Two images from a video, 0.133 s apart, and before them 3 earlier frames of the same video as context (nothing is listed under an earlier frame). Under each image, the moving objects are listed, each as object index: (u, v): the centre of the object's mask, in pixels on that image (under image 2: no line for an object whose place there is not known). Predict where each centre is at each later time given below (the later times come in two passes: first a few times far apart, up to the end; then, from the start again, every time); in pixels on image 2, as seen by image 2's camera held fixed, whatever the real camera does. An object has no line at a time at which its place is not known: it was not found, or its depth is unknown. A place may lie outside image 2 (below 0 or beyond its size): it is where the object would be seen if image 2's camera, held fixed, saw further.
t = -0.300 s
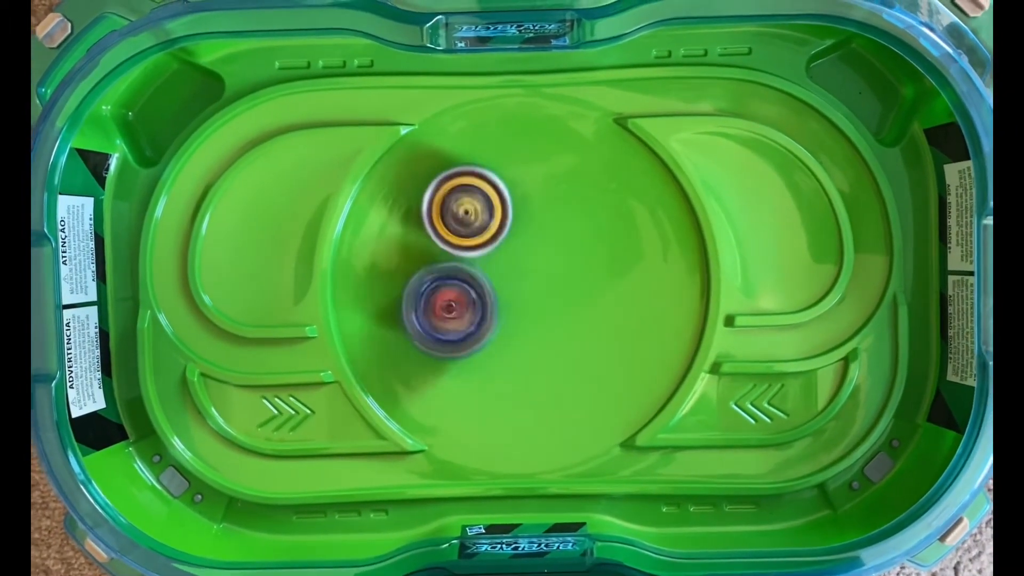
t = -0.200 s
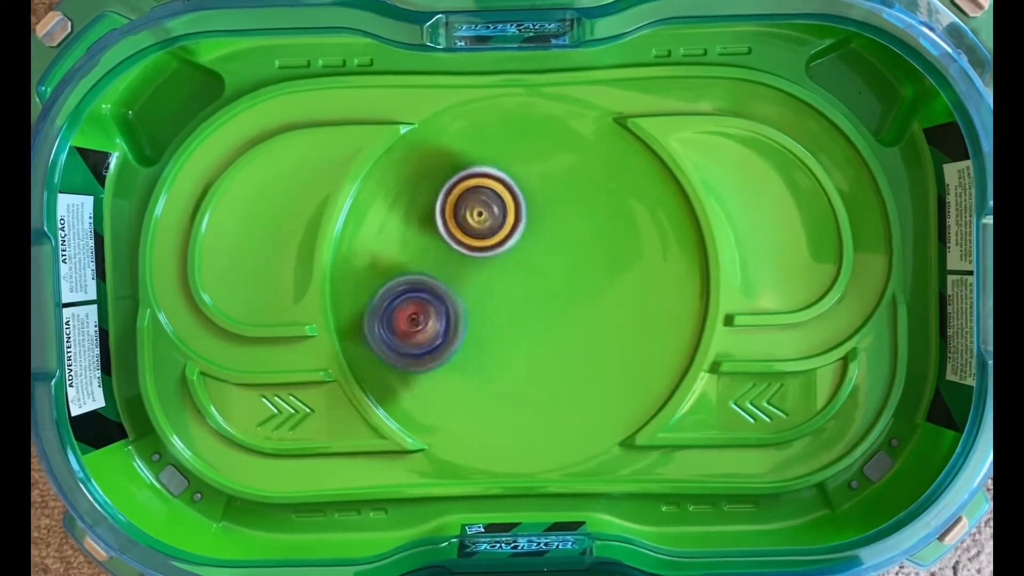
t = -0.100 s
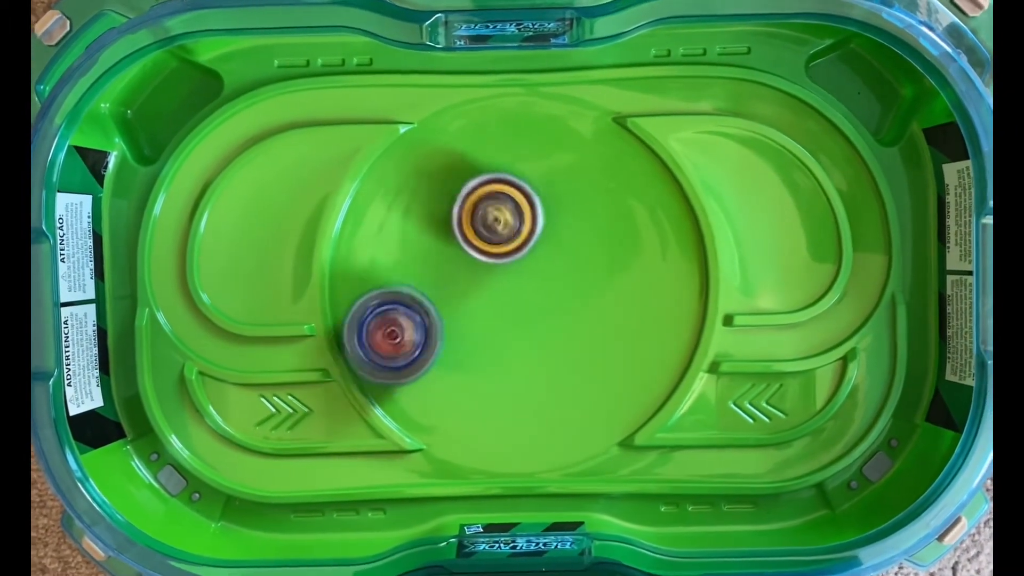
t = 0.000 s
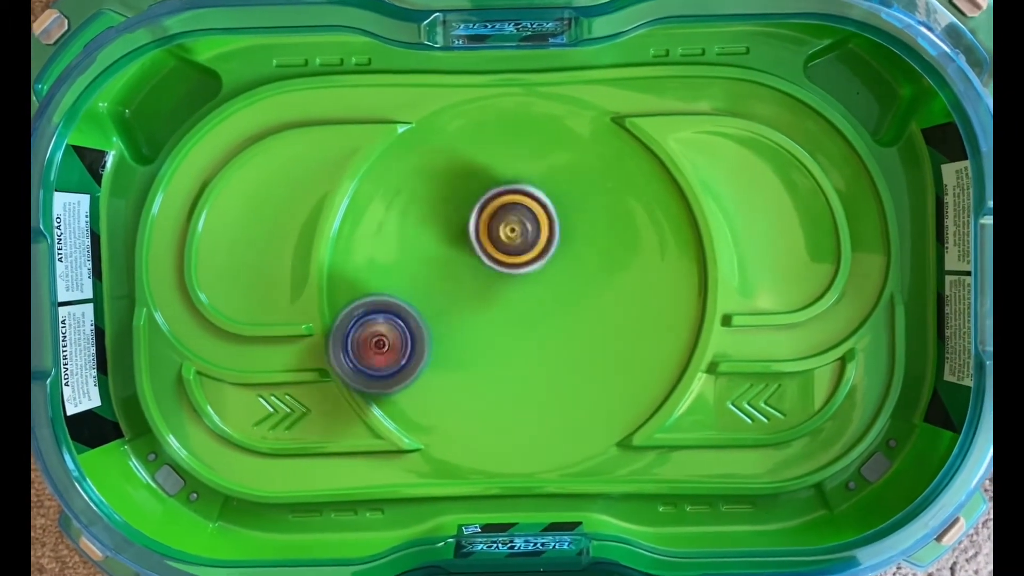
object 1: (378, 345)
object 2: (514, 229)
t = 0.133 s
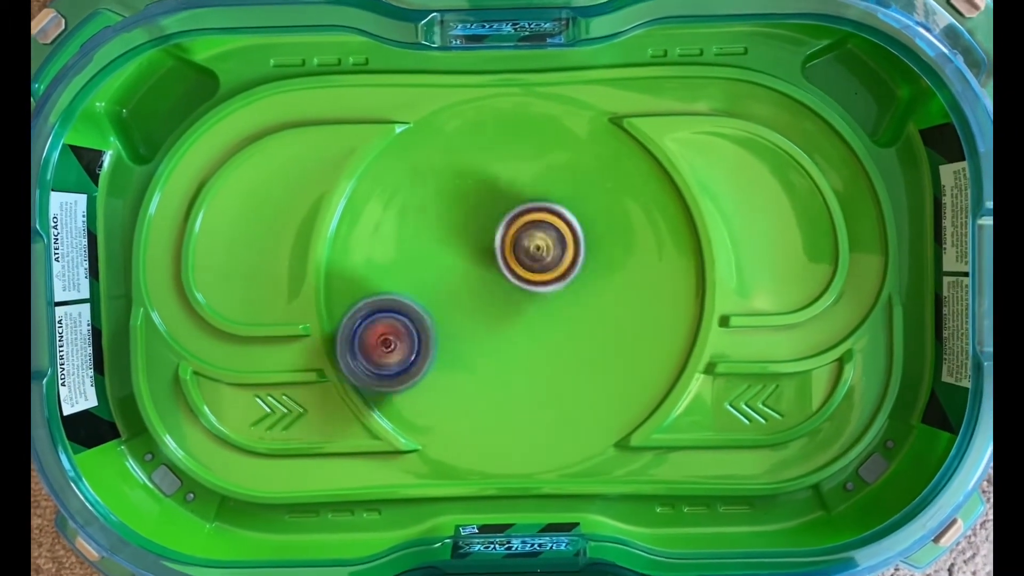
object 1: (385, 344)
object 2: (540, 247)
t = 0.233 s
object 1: (411, 335)
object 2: (559, 262)
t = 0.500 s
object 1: (490, 286)
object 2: (592, 302)
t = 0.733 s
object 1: (524, 231)
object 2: (607, 328)
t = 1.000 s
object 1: (529, 217)
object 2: (562, 338)
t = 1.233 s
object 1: (525, 250)
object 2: (501, 342)
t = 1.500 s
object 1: (532, 266)
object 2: (436, 339)
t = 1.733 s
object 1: (520, 293)
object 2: (403, 318)
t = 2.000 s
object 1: (501, 324)
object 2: (414, 280)
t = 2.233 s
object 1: (511, 355)
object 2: (450, 245)
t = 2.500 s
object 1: (514, 340)
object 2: (508, 231)
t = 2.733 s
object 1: (485, 351)
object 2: (564, 222)
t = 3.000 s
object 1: (451, 351)
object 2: (593, 257)
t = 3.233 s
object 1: (452, 313)
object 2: (581, 305)
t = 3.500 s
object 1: (466, 250)
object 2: (548, 358)
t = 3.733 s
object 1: (485, 216)
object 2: (510, 378)
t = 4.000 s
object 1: (518, 242)
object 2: (465, 351)
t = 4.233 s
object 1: (536, 297)
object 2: (438, 308)
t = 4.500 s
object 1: (535, 347)
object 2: (450, 263)
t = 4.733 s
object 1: (486, 345)
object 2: (502, 250)
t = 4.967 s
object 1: (413, 334)
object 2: (625, 240)
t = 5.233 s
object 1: (390, 312)
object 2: (649, 259)
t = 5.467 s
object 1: (417, 344)
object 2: (574, 304)
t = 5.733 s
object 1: (396, 330)
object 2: (496, 367)
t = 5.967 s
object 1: (395, 326)
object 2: (497, 375)
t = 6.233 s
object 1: (403, 345)
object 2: (512, 330)
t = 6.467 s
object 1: (397, 326)
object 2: (549, 300)
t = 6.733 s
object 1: (403, 339)
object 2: (558, 305)
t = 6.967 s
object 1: (401, 330)
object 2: (532, 296)
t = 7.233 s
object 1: (404, 342)
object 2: (523, 263)
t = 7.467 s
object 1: (400, 329)
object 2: (525, 264)
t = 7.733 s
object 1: (404, 340)
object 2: (504, 271)
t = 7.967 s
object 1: (403, 333)
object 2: (494, 257)
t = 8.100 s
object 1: (405, 342)
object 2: (491, 255)
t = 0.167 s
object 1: (394, 342)
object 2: (546, 252)
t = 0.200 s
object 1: (401, 339)
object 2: (553, 257)
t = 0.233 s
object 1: (411, 335)
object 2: (559, 262)
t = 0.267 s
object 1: (420, 330)
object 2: (565, 267)
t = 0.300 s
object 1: (430, 325)
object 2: (570, 272)
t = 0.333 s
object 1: (441, 318)
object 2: (575, 277)
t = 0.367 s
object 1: (449, 312)
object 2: (579, 282)
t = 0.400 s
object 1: (460, 306)
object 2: (583, 288)
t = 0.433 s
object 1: (470, 299)
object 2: (587, 293)
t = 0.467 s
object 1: (480, 293)
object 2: (590, 298)
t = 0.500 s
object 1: (490, 286)
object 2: (592, 302)
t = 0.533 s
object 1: (499, 281)
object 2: (594, 305)
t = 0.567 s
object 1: (506, 273)
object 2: (598, 310)
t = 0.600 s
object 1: (509, 262)
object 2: (602, 317)
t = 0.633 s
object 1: (513, 254)
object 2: (606, 321)
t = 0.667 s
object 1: (517, 245)
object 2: (608, 323)
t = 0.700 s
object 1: (520, 239)
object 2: (608, 326)
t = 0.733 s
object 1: (524, 231)
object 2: (607, 328)
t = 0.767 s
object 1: (526, 226)
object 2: (605, 331)
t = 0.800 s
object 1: (528, 221)
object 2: (602, 333)
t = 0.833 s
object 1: (529, 217)
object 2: (597, 333)
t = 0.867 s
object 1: (530, 214)
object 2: (590, 334)
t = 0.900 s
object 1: (531, 212)
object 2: (584, 335)
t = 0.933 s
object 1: (530, 213)
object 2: (577, 337)
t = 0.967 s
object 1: (531, 215)
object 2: (570, 338)
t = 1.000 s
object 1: (529, 217)
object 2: (562, 338)
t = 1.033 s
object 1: (528, 221)
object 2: (553, 338)
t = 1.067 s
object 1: (527, 225)
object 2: (545, 339)
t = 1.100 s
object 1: (525, 232)
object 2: (536, 340)
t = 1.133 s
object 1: (524, 236)
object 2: (528, 340)
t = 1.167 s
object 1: (523, 244)
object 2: (520, 339)
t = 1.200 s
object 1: (525, 247)
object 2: (510, 341)
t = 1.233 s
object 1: (525, 250)
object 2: (501, 342)
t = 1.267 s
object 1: (526, 254)
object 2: (493, 343)
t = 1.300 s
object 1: (526, 256)
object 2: (484, 344)
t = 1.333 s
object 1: (527, 255)
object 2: (475, 344)
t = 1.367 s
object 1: (531, 257)
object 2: (466, 345)
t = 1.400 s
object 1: (532, 260)
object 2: (458, 344)
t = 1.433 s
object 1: (533, 262)
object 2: (451, 343)
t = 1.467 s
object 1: (532, 265)
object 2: (444, 342)
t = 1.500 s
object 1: (532, 266)
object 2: (436, 339)
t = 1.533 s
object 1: (530, 270)
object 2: (430, 338)
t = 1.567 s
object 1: (530, 271)
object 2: (424, 336)
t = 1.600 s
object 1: (528, 276)
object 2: (418, 333)
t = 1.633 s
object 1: (527, 278)
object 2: (413, 329)
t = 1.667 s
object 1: (523, 284)
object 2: (408, 326)
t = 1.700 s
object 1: (523, 287)
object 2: (405, 322)
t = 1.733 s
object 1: (520, 293)
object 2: (403, 318)
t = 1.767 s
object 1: (518, 295)
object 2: (401, 313)
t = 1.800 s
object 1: (516, 299)
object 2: (400, 309)
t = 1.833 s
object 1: (516, 302)
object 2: (400, 306)
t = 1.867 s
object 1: (512, 307)
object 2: (402, 300)
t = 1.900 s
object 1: (509, 311)
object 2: (404, 295)
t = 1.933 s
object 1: (505, 315)
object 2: (407, 290)
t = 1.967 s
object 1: (502, 318)
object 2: (410, 286)
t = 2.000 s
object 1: (501, 324)
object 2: (414, 280)
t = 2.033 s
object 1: (500, 330)
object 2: (418, 273)
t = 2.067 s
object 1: (502, 337)
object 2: (422, 267)
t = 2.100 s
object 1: (503, 342)
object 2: (426, 263)
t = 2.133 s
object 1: (505, 347)
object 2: (432, 257)
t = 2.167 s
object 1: (507, 350)
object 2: (438, 253)
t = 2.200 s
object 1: (508, 355)
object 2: (443, 248)
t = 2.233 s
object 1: (511, 355)
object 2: (450, 245)
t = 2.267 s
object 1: (511, 358)
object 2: (457, 241)
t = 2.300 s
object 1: (513, 356)
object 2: (464, 238)
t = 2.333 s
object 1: (513, 357)
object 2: (471, 235)
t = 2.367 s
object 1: (514, 353)
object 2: (478, 234)
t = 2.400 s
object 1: (515, 352)
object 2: (486, 232)
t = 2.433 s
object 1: (515, 348)
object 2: (493, 231)
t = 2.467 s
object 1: (516, 345)
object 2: (501, 231)
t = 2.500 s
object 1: (514, 340)
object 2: (508, 231)
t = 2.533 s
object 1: (514, 335)
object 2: (516, 232)
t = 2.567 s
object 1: (512, 331)
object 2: (523, 233)
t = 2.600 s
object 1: (506, 332)
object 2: (532, 229)
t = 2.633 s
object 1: (500, 339)
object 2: (543, 222)
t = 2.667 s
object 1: (495, 343)
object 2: (551, 221)
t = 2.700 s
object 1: (491, 348)
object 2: (558, 221)
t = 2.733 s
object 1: (485, 351)
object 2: (564, 222)
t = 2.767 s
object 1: (481, 354)
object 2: (569, 224)
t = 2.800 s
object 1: (474, 358)
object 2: (575, 227)
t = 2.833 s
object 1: (470, 358)
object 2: (580, 229)
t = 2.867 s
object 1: (465, 359)
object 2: (584, 233)
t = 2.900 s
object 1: (460, 358)
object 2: (587, 239)
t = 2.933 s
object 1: (458, 357)
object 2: (591, 244)
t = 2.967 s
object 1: (453, 355)
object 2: (592, 249)
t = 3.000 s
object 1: (451, 351)
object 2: (593, 257)
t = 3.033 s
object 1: (449, 349)
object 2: (594, 264)
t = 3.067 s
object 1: (448, 343)
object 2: (594, 270)
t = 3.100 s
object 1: (448, 339)
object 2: (592, 278)
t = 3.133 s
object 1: (447, 332)
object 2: (591, 285)
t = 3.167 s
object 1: (449, 327)
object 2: (588, 292)
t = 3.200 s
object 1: (449, 321)
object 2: (585, 298)
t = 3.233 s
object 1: (452, 313)
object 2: (581, 305)
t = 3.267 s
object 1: (453, 308)
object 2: (578, 311)
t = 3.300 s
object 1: (456, 301)
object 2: (573, 316)
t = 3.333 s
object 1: (460, 296)
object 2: (567, 322)
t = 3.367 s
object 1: (463, 290)
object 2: (563, 327)
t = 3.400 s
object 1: (469, 284)
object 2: (556, 331)
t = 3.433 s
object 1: (468, 274)
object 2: (553, 339)
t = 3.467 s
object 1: (467, 260)
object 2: (552, 351)
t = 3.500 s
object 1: (466, 250)
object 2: (548, 358)
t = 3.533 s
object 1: (467, 244)
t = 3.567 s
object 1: (468, 237)
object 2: (539, 368)
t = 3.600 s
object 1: (469, 231)
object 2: (534, 371)
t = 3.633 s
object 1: (472, 225)
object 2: (528, 374)
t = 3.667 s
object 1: (478, 221)
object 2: (523, 377)
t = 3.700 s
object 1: (481, 219)
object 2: (517, 377)
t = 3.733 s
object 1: (485, 216)
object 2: (510, 378)
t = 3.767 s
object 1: (491, 216)
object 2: (504, 378)
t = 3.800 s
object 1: (495, 216)
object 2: (498, 376)
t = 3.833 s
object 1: (501, 218)
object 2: (491, 373)
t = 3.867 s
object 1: (506, 222)
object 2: (486, 371)
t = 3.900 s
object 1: (509, 225)
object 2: (480, 366)
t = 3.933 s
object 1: (514, 230)
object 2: (474, 362)
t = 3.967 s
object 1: (516, 237)
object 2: (470, 357)
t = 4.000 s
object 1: (518, 242)
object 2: (465, 351)
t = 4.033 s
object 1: (521, 250)
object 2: (461, 345)
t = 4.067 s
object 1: (522, 258)
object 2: (458, 339)
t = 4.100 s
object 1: (521, 265)
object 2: (455, 332)
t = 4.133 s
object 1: (527, 274)
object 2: (449, 328)
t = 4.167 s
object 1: (532, 282)
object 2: (444, 323)
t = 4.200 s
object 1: (532, 290)
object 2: (442, 315)
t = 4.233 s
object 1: (536, 297)
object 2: (438, 308)
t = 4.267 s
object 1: (542, 308)
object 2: (435, 300)
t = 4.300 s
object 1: (543, 316)
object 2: (434, 292)
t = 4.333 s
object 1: (545, 322)
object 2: (435, 287)
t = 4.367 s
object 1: (544, 326)
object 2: (437, 281)
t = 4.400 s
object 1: (544, 329)
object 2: (439, 276)
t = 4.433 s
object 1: (544, 336)
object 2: (442, 271)
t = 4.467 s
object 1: (540, 343)
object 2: (445, 266)
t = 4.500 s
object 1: (535, 347)
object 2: (450, 263)
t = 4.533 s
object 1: (530, 348)
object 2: (455, 259)
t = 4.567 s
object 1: (526, 348)
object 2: (460, 257)
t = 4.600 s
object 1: (523, 347)
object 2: (466, 255)
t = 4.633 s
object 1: (518, 348)
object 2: (471, 253)
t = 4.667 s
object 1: (511, 346)
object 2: (477, 254)
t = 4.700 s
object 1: (505, 341)
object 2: (483, 253)
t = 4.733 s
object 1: (486, 345)
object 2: (502, 250)
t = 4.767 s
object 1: (465, 345)
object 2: (526, 251)
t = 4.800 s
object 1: (450, 346)
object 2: (547, 251)
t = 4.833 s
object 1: (438, 348)
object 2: (567, 249)
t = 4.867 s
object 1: (429, 347)
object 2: (583, 248)
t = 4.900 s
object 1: (421, 344)
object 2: (596, 244)
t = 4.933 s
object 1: (416, 339)
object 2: (612, 240)
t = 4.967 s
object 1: (413, 334)
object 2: (625, 240)
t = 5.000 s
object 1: (408, 328)
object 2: (636, 237)
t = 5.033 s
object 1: (404, 322)
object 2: (645, 239)
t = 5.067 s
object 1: (400, 317)
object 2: (652, 239)
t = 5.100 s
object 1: (395, 314)
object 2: (654, 243)
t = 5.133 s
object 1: (391, 312)
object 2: (654, 245)
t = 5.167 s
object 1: (388, 312)
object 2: (656, 250)
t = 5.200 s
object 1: (388, 312)
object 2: (653, 255)
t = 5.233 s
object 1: (390, 312)
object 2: (649, 259)
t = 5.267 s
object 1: (394, 313)
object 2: (646, 267)
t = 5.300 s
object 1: (400, 315)
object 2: (638, 274)
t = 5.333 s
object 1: (405, 319)
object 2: (629, 281)
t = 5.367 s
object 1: (410, 324)
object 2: (617, 288)
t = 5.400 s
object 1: (414, 330)
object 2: (603, 294)
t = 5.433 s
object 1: (417, 337)
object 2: (589, 299)
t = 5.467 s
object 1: (417, 344)
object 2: (574, 304)
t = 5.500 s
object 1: (417, 349)
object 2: (558, 308)
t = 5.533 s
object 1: (414, 353)
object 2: (542, 314)
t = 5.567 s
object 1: (413, 355)
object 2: (526, 320)
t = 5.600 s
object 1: (414, 354)
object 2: (510, 328)
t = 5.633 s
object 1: (415, 350)
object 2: (494, 336)
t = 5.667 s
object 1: (407, 341)
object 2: (492, 347)
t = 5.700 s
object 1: (399, 335)
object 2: (495, 360)
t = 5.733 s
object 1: (396, 330)
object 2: (496, 367)
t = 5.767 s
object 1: (395, 327)
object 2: (497, 372)
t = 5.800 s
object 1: (393, 325)
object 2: (496, 374)
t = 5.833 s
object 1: (392, 323)
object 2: (497, 376)
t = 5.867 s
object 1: (391, 322)
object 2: (498, 376)
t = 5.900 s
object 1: (391, 323)
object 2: (500, 373)
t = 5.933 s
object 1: (393, 324)
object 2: (500, 374)
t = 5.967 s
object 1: (395, 326)
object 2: (497, 375)
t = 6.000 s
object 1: (397, 328)
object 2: (495, 372)
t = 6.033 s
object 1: (399, 330)
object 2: (496, 368)
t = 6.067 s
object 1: (401, 334)
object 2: (498, 363)
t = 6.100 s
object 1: (402, 339)
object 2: (499, 358)
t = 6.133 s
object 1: (403, 343)
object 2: (500, 351)
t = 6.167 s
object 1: (403, 346)
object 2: (502, 343)
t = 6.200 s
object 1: (403, 346)
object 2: (506, 336)
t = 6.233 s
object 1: (403, 345)
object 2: (512, 330)
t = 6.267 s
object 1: (403, 341)
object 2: (516, 324)
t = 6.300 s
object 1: (403, 336)
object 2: (520, 318)
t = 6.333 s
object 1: (401, 332)
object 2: (525, 311)
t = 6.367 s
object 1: (399, 329)
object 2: (532, 308)
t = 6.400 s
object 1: (398, 328)
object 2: (538, 305)
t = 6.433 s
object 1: (397, 327)
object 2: (543, 302)
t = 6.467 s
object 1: (397, 326)
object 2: (549, 300)
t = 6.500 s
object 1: (397, 326)
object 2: (553, 302)
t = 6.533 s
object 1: (397, 326)
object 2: (557, 302)
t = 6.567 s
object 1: (397, 327)
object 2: (560, 302)
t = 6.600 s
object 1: (398, 327)
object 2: (559, 303)
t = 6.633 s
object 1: (399, 328)
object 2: (560, 304)
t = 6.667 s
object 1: (401, 331)
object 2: (561, 305)
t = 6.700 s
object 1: (403, 334)
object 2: (559, 305)
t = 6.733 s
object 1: (403, 339)
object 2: (558, 305)
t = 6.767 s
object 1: (404, 342)
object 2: (557, 308)
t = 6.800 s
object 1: (404, 344)
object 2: (553, 309)
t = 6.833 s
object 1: (404, 344)
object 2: (550, 306)
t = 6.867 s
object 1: (404, 341)
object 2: (547, 304)
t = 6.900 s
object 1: (403, 337)
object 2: (542, 303)
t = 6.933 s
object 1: (403, 333)
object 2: (536, 301)
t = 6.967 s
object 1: (401, 330)
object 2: (532, 296)
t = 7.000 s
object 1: (399, 329)
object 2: (528, 292)
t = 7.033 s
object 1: (399, 328)
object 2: (526, 286)
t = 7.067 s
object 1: (399, 328)
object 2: (523, 281)
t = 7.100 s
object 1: (400, 330)
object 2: (522, 277)
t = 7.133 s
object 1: (402, 332)
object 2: (520, 272)
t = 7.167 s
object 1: (403, 336)
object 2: (521, 268)
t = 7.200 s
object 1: (404, 339)
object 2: (523, 266)
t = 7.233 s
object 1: (404, 342)
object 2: (523, 263)
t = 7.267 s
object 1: (404, 343)
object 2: (523, 262)
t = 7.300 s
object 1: (404, 342)
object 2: (524, 263)
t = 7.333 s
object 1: (404, 339)
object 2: (525, 262)
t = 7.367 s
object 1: (404, 335)
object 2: (525, 263)
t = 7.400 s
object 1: (402, 332)
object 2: (525, 263)
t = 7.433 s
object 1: (401, 330)
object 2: (526, 263)
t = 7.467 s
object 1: (400, 329)
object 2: (525, 264)
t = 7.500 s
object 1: (400, 329)
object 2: (525, 265)
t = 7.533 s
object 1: (401, 331)
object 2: (524, 268)
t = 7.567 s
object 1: (403, 333)
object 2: (522, 270)
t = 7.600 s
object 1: (404, 336)
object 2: (518, 270)
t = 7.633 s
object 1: (404, 340)
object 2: (515, 268)
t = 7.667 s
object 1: (404, 342)
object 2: (513, 268)
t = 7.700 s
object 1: (404, 342)
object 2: (509, 270)
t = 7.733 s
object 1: (404, 340)
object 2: (504, 271)
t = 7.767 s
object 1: (404, 337)
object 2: (500, 268)
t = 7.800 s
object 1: (403, 334)
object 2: (499, 265)
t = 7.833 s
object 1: (402, 332)
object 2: (500, 262)
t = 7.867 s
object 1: (401, 330)
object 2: (501, 261)
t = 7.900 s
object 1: (401, 330)
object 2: (499, 261)
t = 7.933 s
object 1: (401, 331)
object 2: (496, 259)
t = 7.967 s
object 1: (403, 333)
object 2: (494, 257)
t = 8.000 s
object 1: (404, 335)
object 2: (493, 255)
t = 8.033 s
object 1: (405, 339)
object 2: (493, 255)
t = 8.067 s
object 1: (405, 341)
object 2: (492, 255)
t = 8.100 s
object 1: (405, 342)
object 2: (491, 255)
